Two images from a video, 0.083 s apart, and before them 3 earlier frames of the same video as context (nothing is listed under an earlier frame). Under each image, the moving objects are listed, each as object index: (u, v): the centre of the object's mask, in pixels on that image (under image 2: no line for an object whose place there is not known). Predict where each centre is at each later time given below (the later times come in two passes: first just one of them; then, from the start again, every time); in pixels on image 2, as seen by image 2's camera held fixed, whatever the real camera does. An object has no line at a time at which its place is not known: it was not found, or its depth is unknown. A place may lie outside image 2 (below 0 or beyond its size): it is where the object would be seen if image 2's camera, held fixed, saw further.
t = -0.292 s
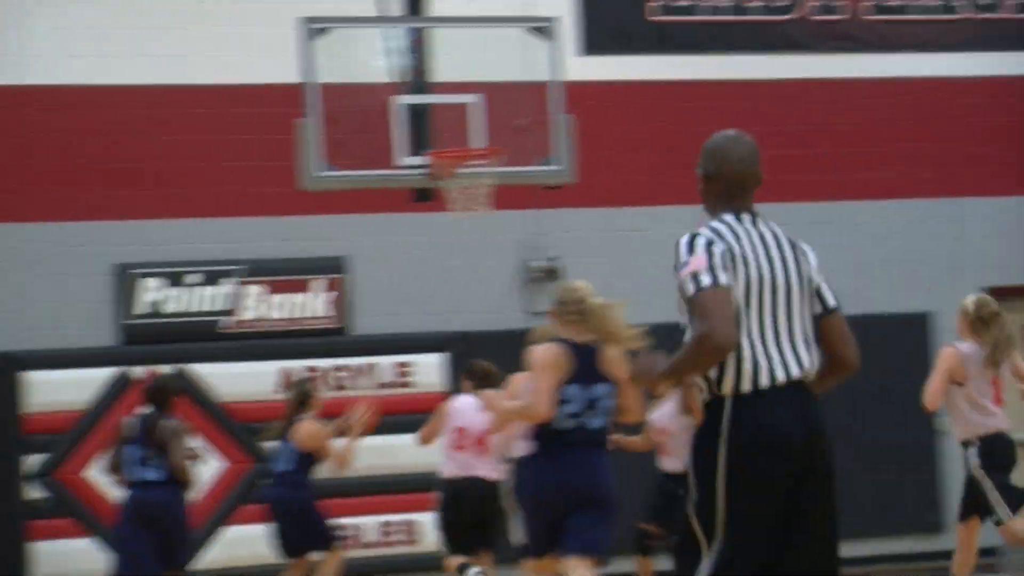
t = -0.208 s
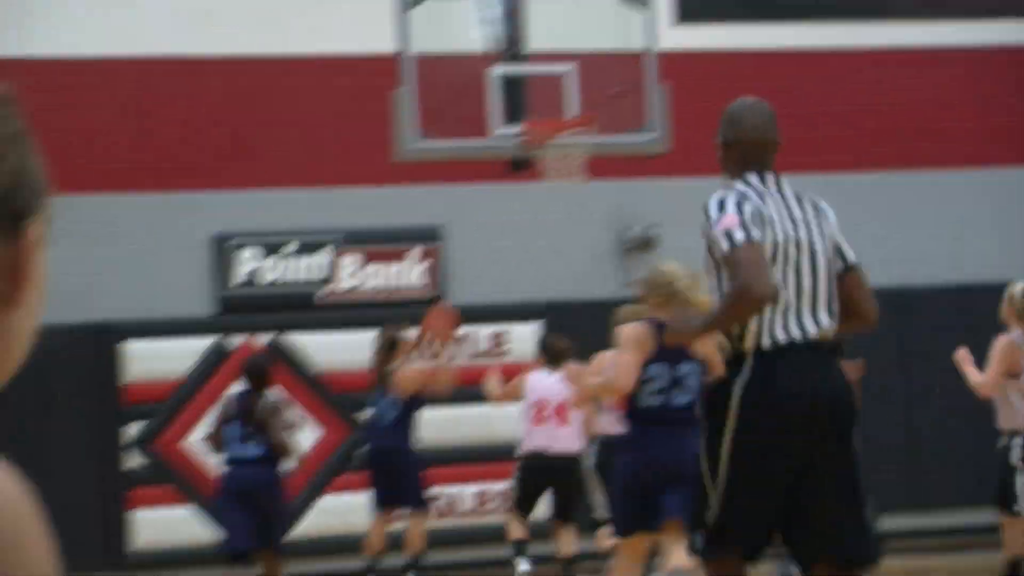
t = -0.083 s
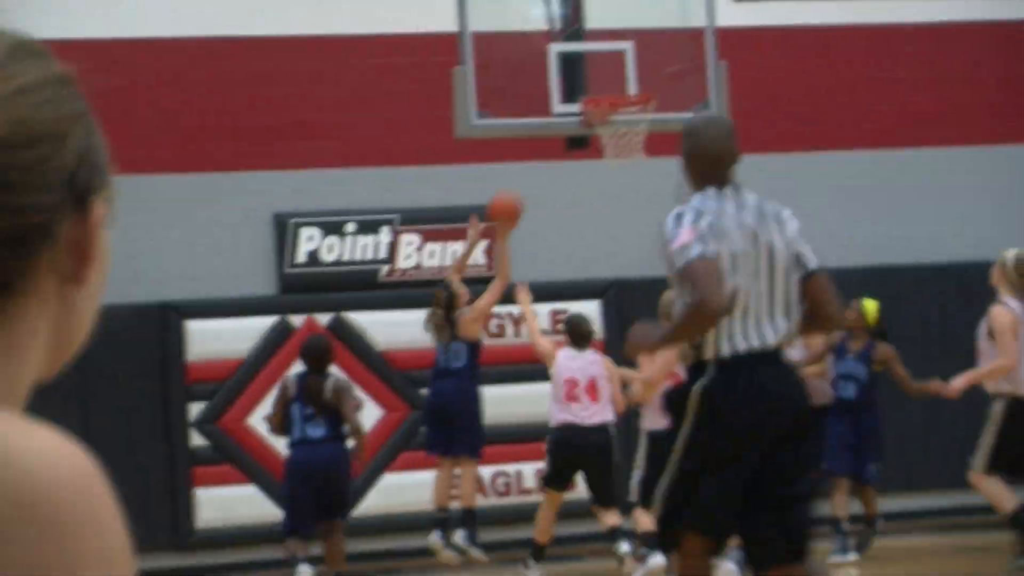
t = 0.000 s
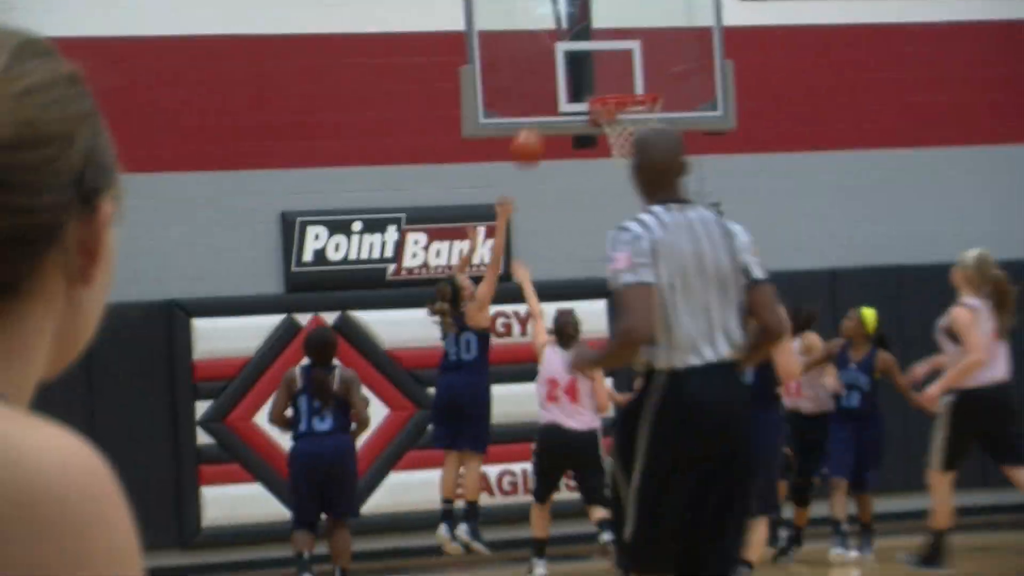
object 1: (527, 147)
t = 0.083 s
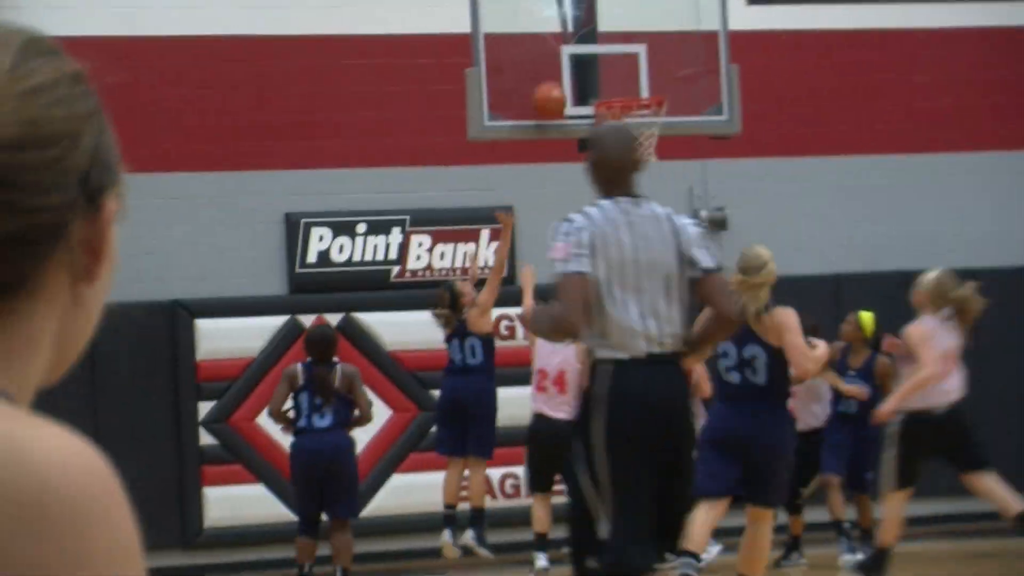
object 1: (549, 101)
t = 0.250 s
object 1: (588, 58)
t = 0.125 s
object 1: (558, 80)
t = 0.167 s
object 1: (567, 68)
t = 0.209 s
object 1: (577, 62)
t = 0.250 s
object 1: (588, 58)
